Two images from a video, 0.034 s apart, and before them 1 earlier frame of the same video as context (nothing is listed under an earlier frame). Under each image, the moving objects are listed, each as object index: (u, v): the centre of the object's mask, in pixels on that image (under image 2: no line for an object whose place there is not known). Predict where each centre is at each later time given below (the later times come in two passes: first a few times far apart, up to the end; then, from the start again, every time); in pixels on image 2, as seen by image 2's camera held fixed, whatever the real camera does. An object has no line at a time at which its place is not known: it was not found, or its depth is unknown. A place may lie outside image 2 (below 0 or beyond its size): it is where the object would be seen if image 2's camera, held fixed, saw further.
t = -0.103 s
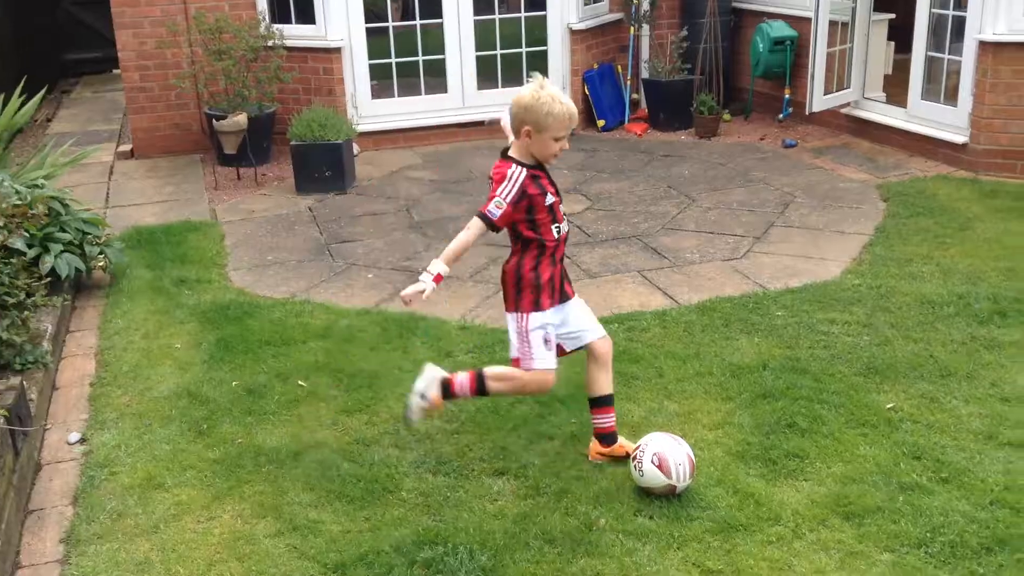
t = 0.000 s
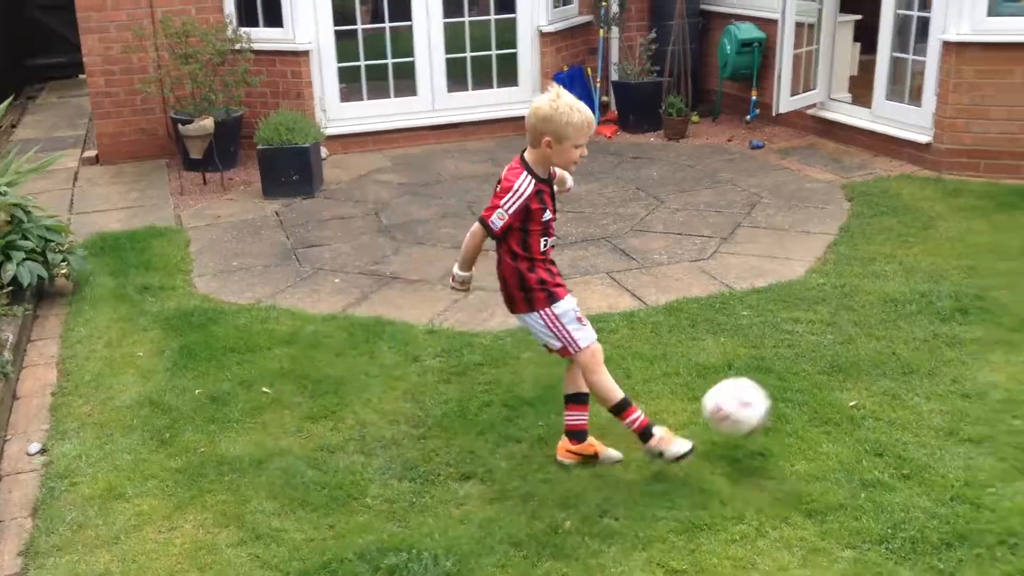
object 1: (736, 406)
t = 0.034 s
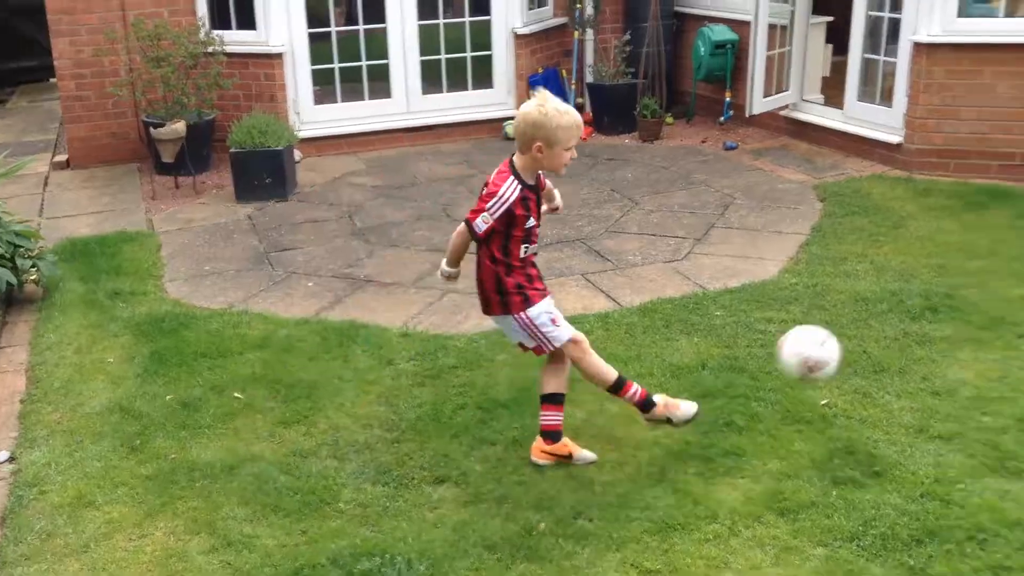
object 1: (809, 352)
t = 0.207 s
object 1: (1221, 161)
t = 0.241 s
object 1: (1290, 136)
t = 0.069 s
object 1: (902, 304)
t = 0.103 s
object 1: (990, 262)
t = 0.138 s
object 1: (1071, 224)
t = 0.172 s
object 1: (1148, 190)
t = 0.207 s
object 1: (1221, 161)
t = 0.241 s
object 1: (1290, 136)
